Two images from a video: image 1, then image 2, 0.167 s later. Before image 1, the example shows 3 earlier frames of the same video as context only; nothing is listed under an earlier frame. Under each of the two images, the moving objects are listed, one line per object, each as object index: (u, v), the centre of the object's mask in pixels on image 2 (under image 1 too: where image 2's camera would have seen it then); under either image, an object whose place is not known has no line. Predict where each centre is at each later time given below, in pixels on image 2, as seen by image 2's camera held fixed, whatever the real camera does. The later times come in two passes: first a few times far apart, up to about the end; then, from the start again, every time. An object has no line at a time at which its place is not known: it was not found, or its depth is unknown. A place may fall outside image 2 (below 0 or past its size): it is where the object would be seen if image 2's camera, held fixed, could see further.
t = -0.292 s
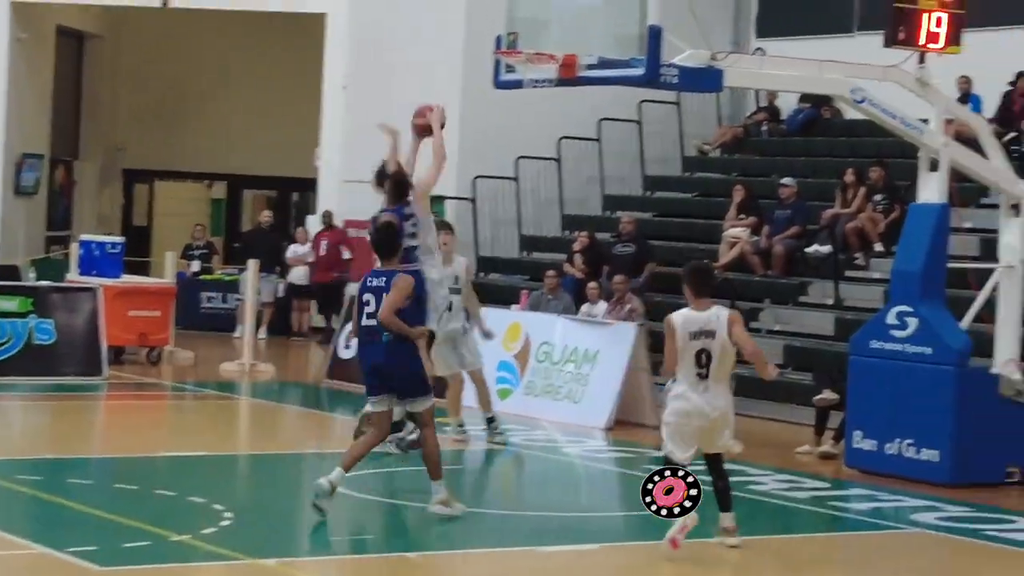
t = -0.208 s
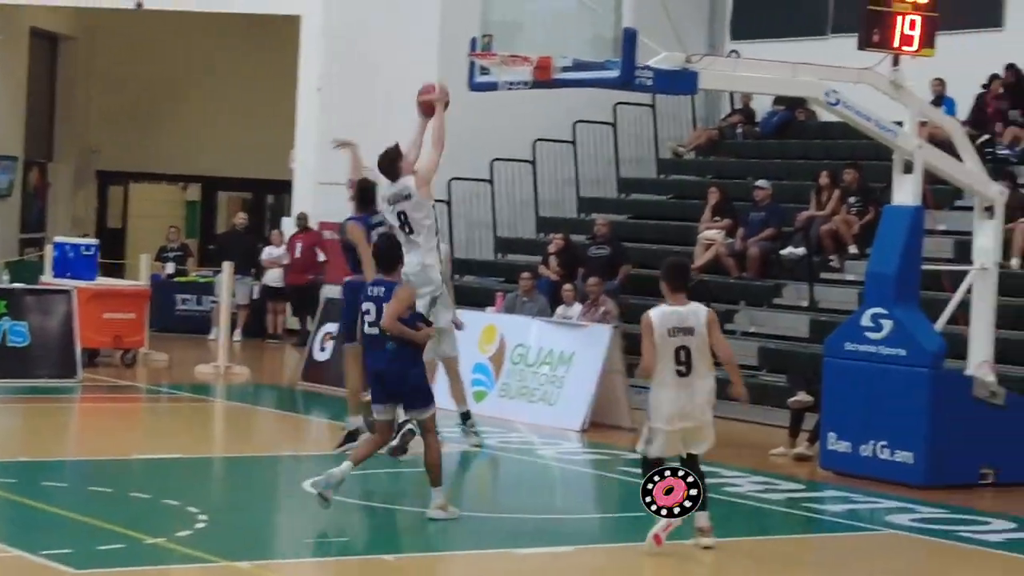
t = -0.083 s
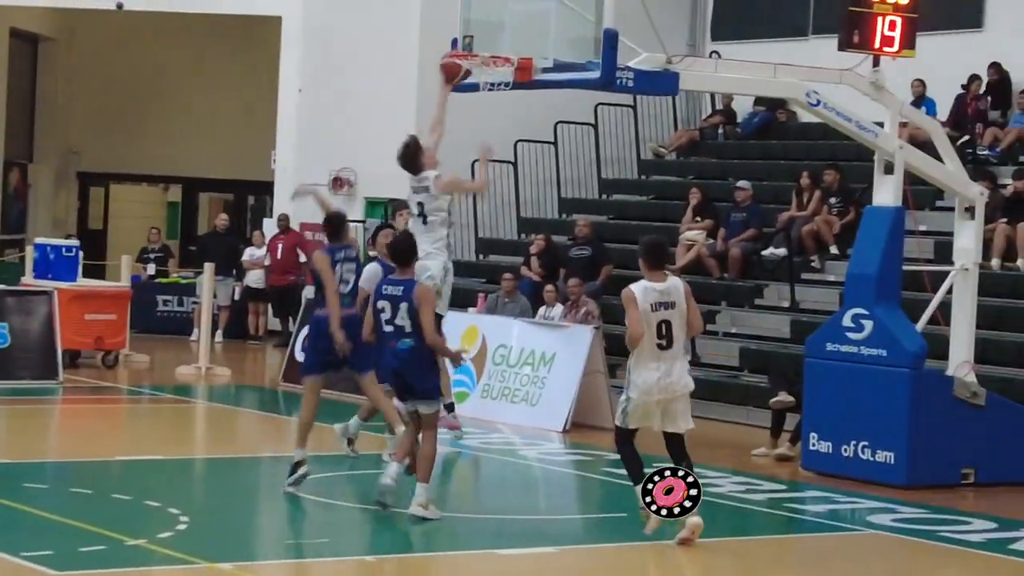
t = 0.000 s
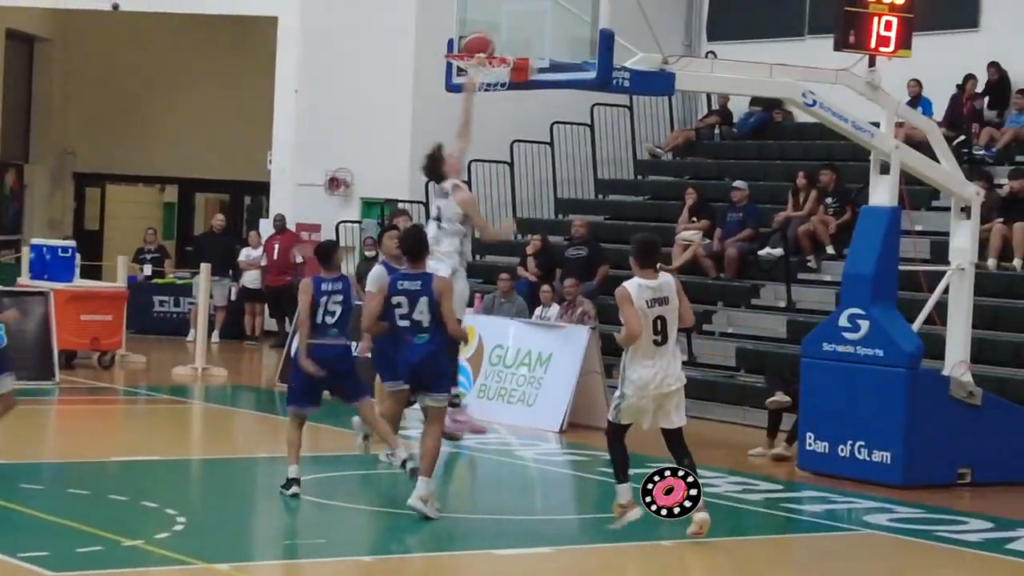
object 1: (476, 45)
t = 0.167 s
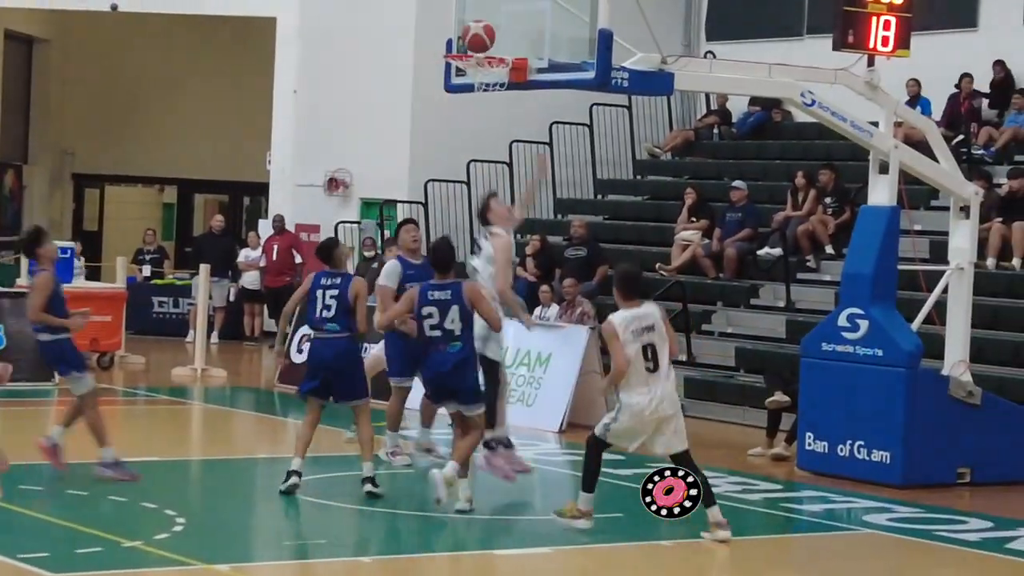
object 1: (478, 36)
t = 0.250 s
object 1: (472, 42)
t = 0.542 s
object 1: (479, 126)
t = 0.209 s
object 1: (476, 38)
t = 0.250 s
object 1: (472, 42)
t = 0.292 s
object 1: (470, 45)
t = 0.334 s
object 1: (468, 50)
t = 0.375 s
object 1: (477, 74)
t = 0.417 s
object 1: (472, 86)
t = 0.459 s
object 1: (474, 97)
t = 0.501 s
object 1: (477, 114)
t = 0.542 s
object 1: (479, 126)
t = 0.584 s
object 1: (484, 149)
